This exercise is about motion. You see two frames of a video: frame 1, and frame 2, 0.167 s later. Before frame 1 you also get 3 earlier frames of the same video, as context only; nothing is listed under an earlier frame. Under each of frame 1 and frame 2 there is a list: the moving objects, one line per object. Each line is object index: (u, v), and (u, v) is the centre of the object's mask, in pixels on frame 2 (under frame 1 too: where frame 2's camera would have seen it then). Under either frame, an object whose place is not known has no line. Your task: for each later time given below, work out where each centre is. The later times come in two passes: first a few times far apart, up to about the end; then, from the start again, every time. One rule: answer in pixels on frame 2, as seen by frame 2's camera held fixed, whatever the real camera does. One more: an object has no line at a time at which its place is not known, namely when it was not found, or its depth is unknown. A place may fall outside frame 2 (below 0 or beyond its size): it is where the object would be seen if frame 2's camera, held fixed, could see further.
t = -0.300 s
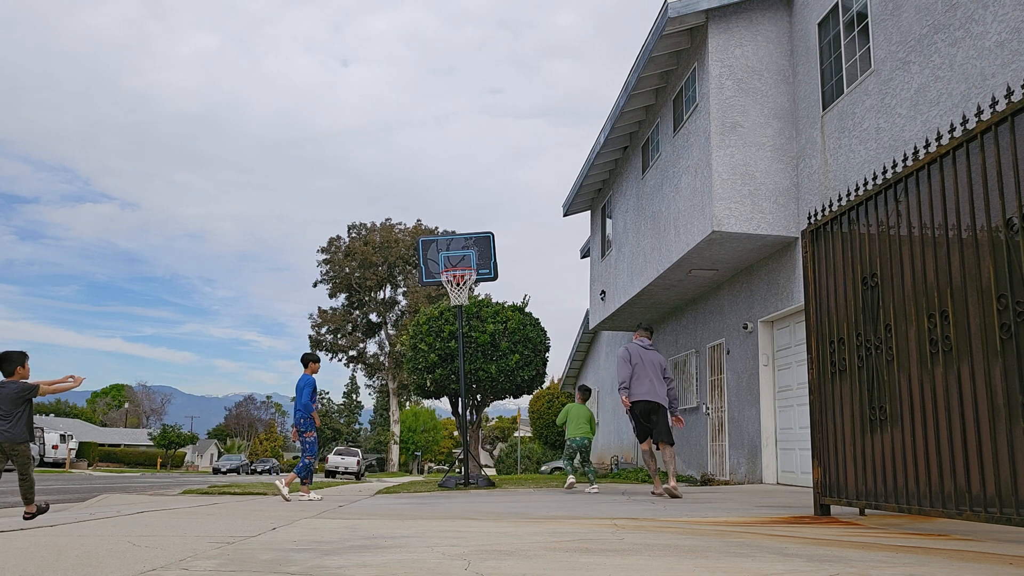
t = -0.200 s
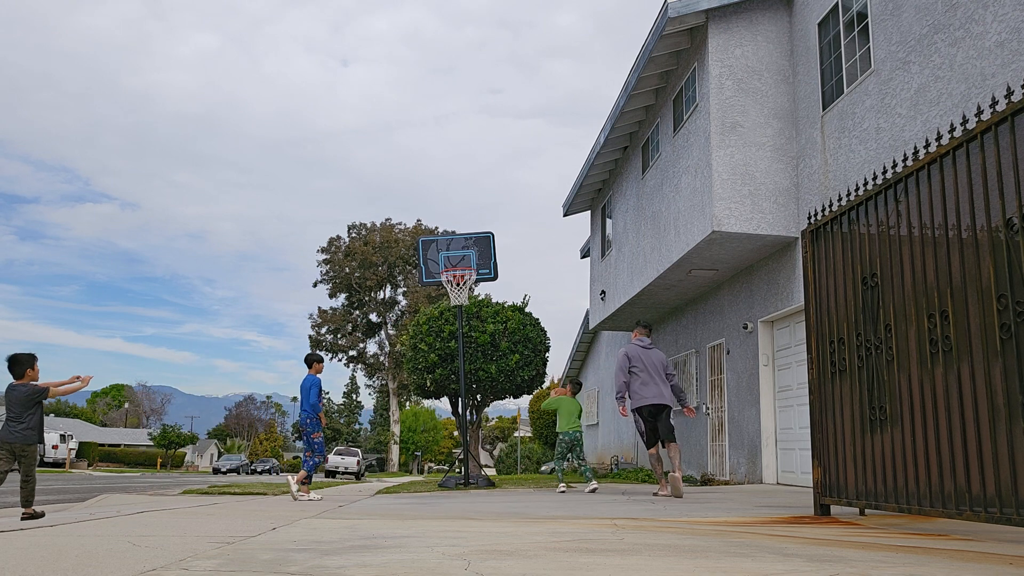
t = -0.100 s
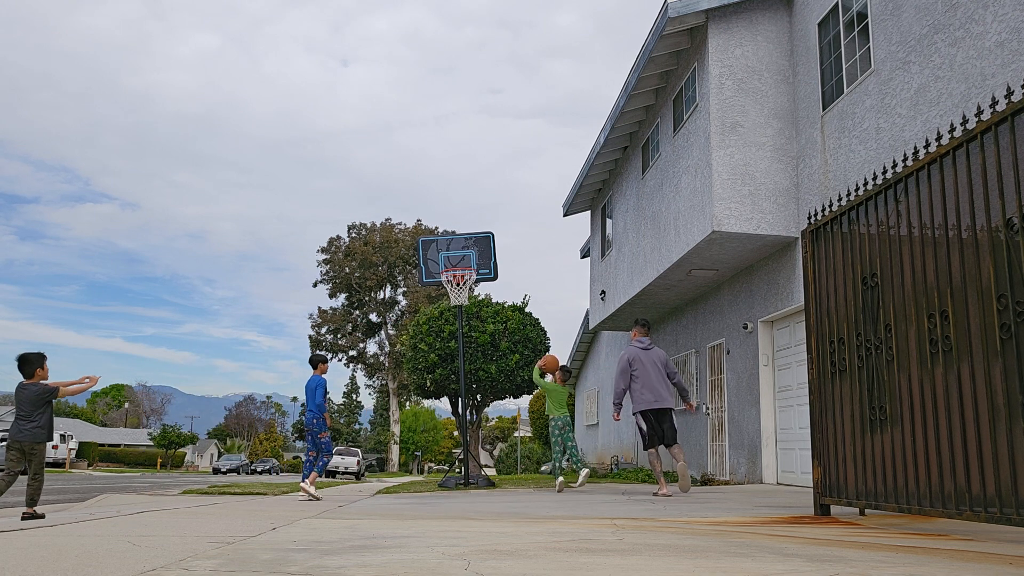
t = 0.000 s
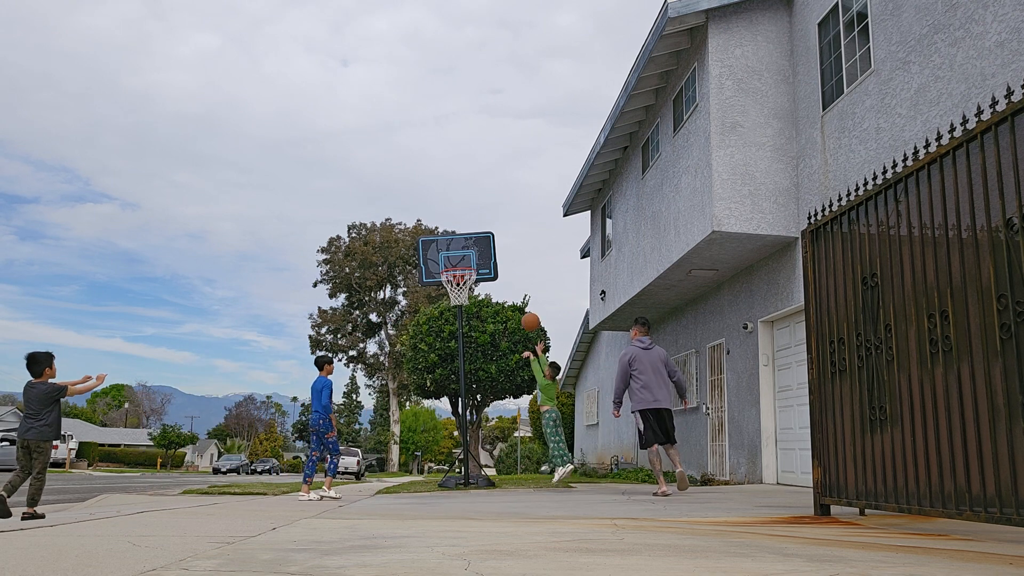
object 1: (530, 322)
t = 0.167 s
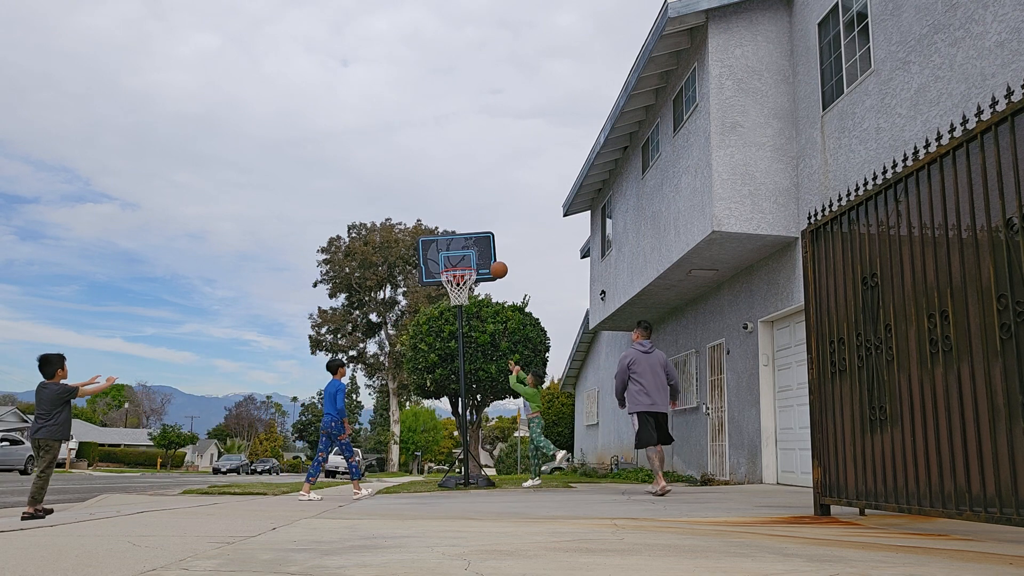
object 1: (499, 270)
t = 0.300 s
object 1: (477, 246)
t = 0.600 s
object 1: (445, 247)
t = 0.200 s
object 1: (493, 262)
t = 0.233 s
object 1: (486, 256)
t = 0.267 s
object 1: (481, 250)
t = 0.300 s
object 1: (477, 246)
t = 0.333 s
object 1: (474, 243)
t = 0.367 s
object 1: (470, 241)
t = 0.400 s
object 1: (467, 240)
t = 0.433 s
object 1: (463, 239)
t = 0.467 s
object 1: (460, 239)
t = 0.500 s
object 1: (456, 240)
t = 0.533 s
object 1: (452, 242)
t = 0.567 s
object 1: (449, 244)
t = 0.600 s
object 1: (445, 247)
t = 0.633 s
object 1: (441, 252)
